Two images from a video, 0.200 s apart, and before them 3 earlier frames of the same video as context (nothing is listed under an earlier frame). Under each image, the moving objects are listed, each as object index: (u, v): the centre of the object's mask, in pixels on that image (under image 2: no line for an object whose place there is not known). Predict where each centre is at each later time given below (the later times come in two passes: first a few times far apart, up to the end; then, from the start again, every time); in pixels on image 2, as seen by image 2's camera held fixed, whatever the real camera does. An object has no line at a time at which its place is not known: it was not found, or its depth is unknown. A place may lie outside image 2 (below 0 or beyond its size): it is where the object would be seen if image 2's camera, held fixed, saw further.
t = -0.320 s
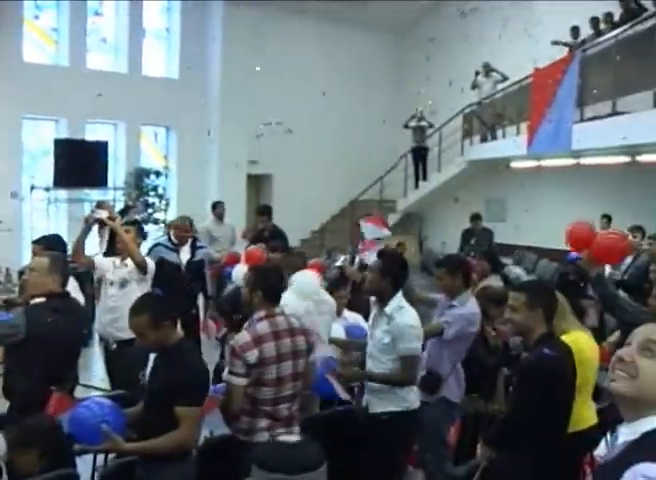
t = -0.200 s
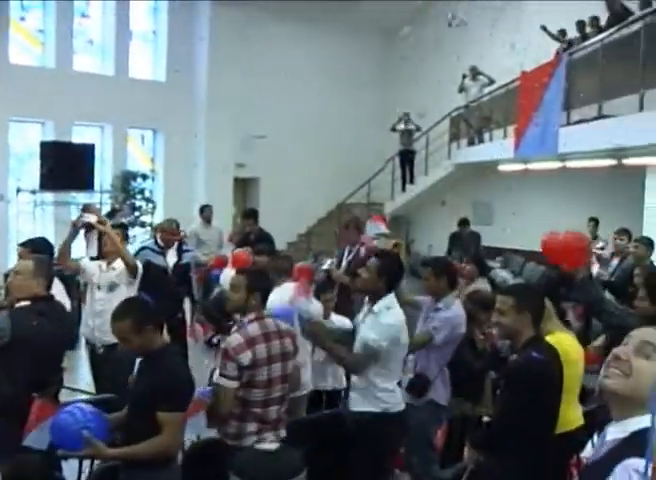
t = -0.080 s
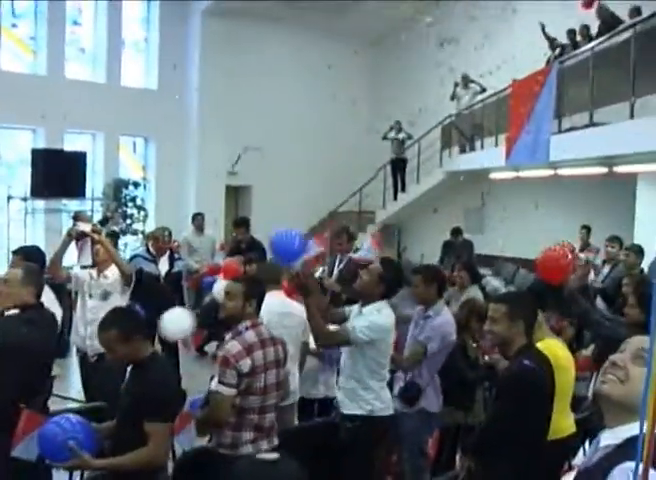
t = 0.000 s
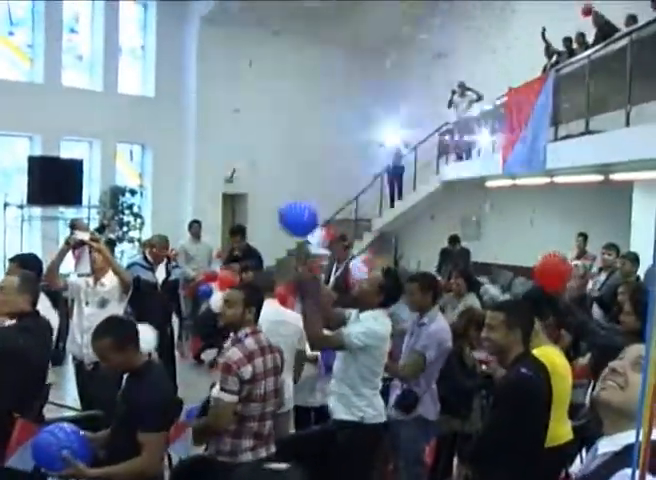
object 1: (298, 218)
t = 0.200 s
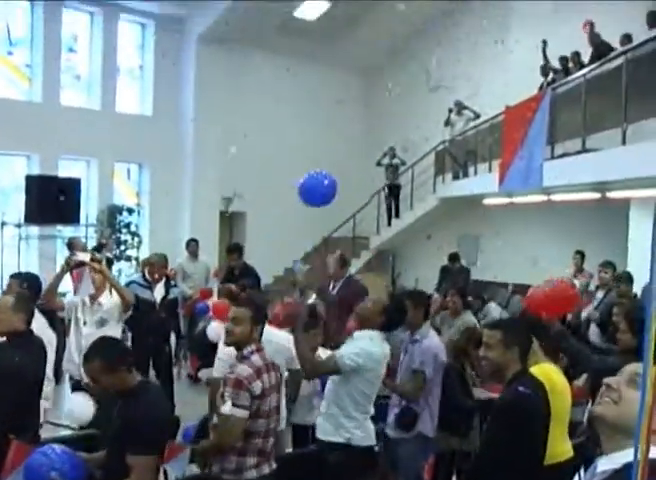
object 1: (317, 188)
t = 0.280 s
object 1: (321, 181)
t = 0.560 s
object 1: (326, 179)
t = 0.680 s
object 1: (329, 189)
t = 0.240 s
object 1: (320, 184)
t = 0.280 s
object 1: (321, 181)
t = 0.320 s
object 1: (323, 178)
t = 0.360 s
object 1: (323, 177)
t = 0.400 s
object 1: (324, 177)
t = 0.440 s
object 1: (325, 176)
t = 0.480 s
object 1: (325, 177)
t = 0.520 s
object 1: (326, 178)
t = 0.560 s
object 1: (326, 179)
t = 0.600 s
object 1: (327, 182)
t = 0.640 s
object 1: (328, 185)
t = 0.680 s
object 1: (329, 189)
